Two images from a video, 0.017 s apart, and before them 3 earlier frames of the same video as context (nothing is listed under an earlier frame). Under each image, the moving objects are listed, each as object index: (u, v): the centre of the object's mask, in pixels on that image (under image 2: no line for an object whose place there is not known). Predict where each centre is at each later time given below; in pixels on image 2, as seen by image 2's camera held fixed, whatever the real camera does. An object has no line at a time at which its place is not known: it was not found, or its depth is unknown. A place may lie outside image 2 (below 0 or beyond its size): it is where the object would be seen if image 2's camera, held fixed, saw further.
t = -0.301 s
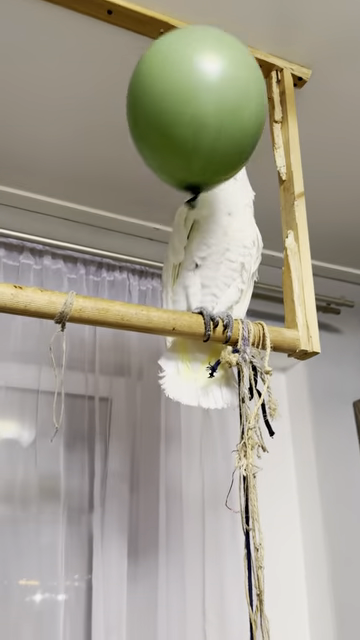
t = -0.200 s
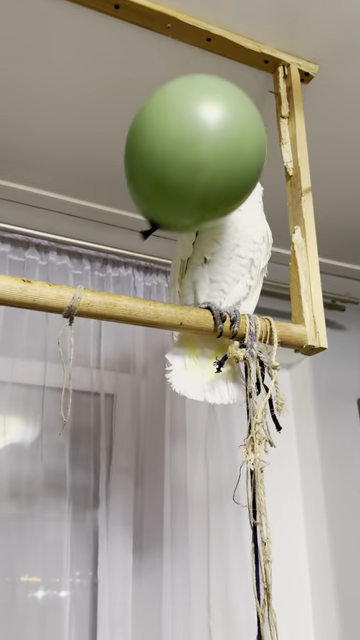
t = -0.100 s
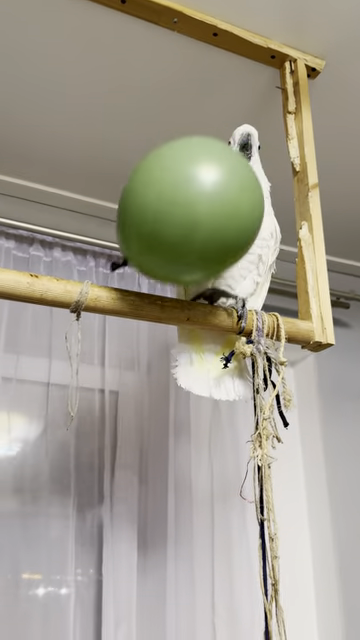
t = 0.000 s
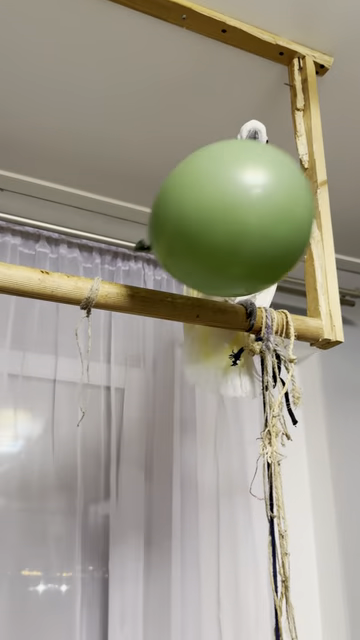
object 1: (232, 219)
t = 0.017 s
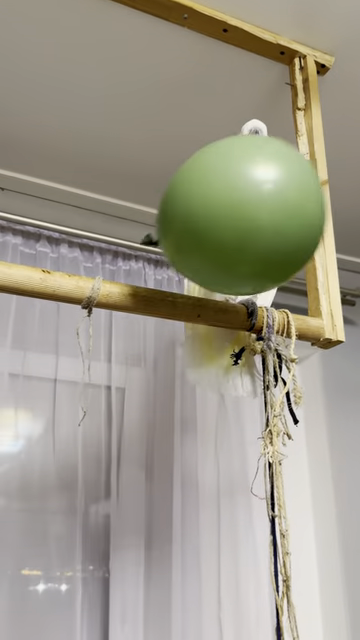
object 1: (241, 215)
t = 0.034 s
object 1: (251, 213)
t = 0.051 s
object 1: (261, 211)
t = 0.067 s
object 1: (269, 209)
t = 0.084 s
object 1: (275, 209)
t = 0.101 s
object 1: (279, 209)
